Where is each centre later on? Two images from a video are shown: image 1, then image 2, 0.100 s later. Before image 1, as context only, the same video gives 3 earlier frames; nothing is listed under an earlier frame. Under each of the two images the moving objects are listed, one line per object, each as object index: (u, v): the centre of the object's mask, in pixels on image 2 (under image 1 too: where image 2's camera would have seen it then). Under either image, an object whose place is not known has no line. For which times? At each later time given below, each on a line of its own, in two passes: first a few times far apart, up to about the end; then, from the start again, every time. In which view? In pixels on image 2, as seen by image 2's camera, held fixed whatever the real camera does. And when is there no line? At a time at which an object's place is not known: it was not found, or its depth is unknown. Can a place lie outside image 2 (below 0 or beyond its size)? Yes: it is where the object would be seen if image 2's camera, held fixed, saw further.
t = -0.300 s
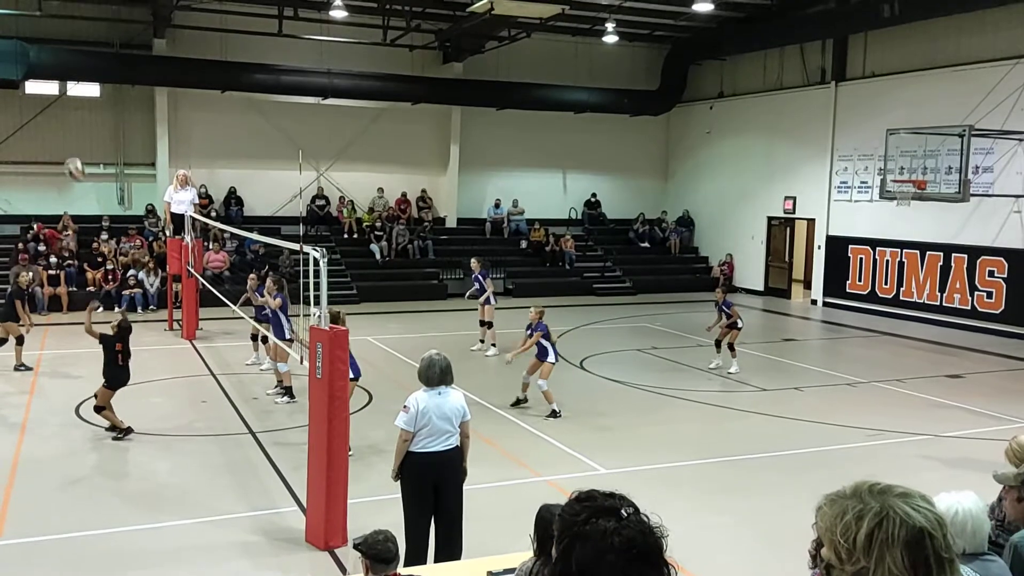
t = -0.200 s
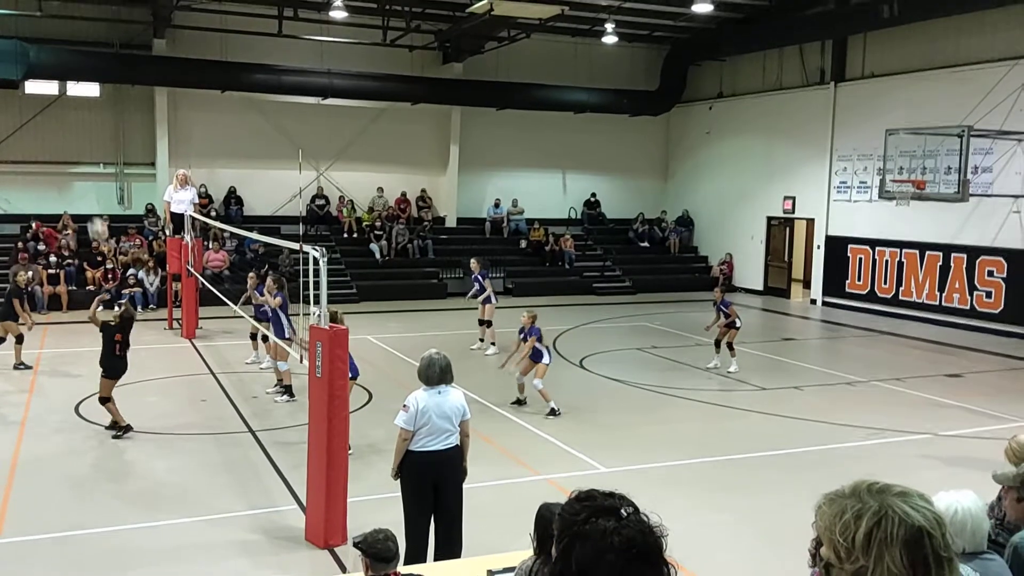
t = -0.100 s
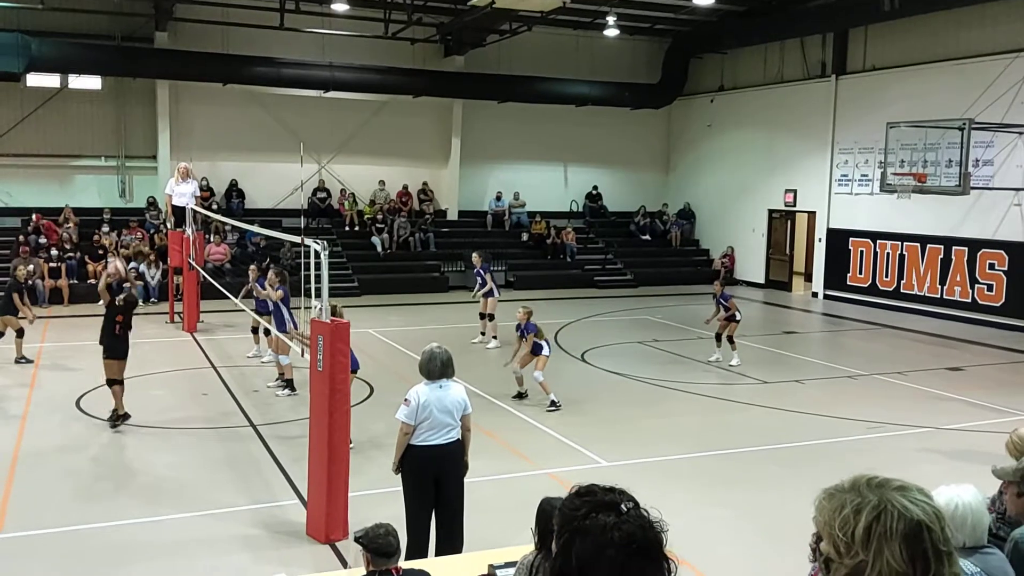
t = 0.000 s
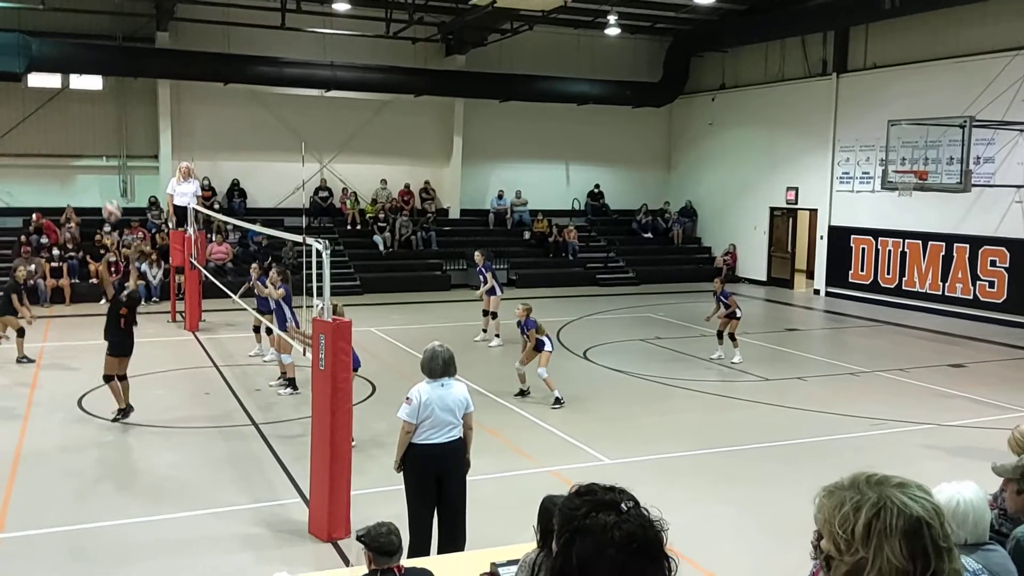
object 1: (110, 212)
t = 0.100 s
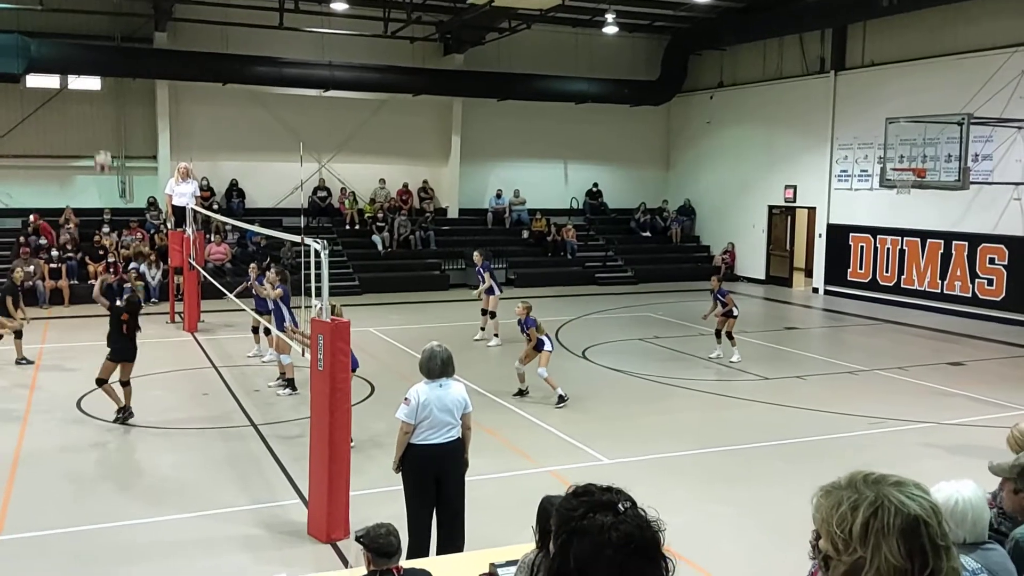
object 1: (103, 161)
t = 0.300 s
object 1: (94, 94)
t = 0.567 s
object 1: (81, 57)
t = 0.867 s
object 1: (71, 91)
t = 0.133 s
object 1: (101, 148)
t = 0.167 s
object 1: (99, 135)
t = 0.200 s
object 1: (98, 122)
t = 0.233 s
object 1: (96, 111)
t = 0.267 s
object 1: (94, 101)
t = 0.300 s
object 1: (94, 94)
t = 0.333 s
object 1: (91, 84)
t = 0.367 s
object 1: (89, 76)
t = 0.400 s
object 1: (88, 71)
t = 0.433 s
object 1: (86, 66)
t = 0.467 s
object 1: (85, 63)
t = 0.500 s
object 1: (83, 60)
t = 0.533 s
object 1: (82, 58)
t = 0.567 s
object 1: (81, 57)
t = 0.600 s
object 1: (80, 57)
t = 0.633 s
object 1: (79, 58)
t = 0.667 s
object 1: (78, 59)
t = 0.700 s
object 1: (76, 62)
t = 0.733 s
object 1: (75, 66)
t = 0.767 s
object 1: (75, 70)
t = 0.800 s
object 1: (74, 75)
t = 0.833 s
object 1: (72, 82)
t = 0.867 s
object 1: (71, 91)
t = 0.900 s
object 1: (70, 98)
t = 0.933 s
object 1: (70, 108)
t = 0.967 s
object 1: (69, 118)
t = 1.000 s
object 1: (68, 129)
